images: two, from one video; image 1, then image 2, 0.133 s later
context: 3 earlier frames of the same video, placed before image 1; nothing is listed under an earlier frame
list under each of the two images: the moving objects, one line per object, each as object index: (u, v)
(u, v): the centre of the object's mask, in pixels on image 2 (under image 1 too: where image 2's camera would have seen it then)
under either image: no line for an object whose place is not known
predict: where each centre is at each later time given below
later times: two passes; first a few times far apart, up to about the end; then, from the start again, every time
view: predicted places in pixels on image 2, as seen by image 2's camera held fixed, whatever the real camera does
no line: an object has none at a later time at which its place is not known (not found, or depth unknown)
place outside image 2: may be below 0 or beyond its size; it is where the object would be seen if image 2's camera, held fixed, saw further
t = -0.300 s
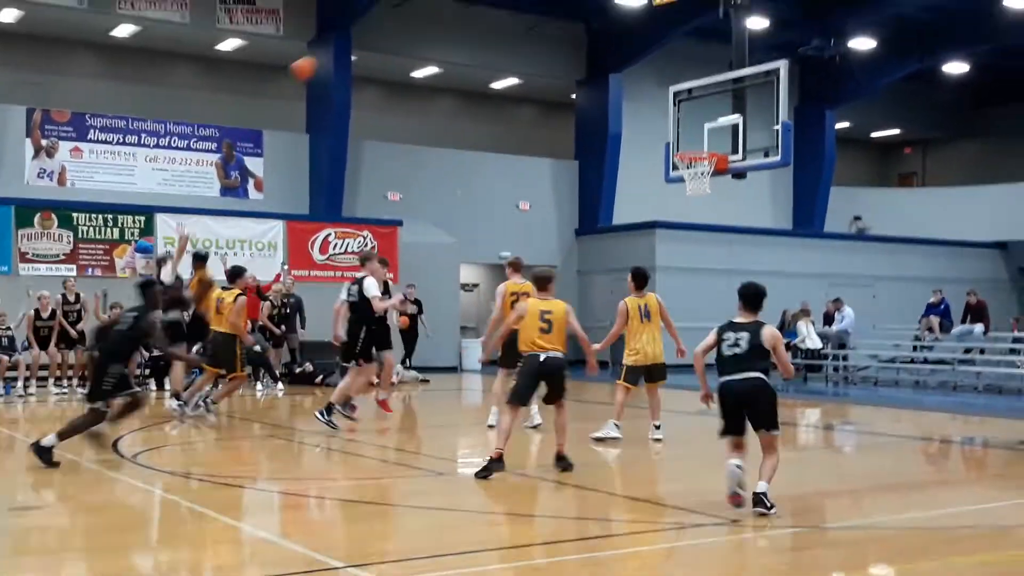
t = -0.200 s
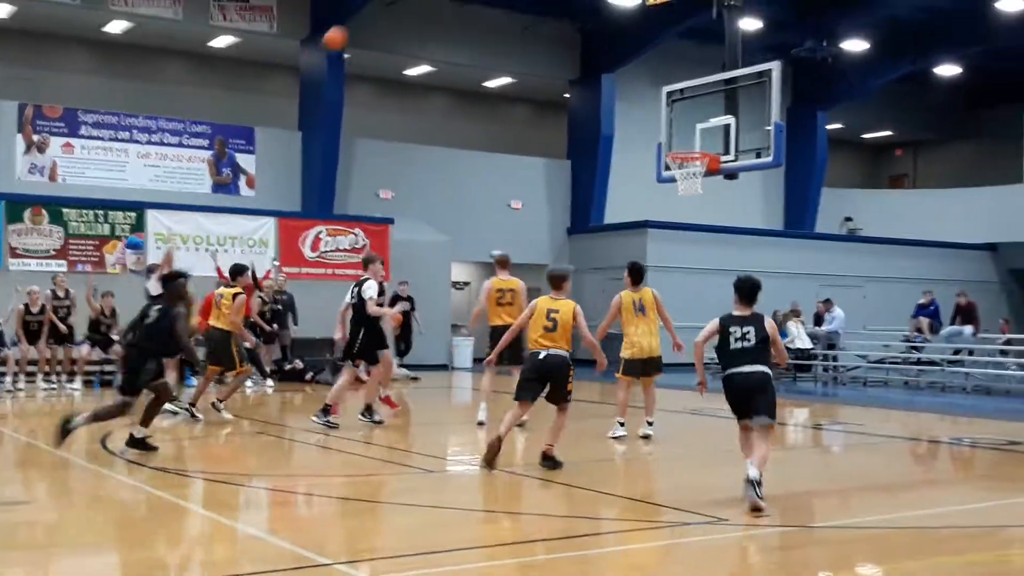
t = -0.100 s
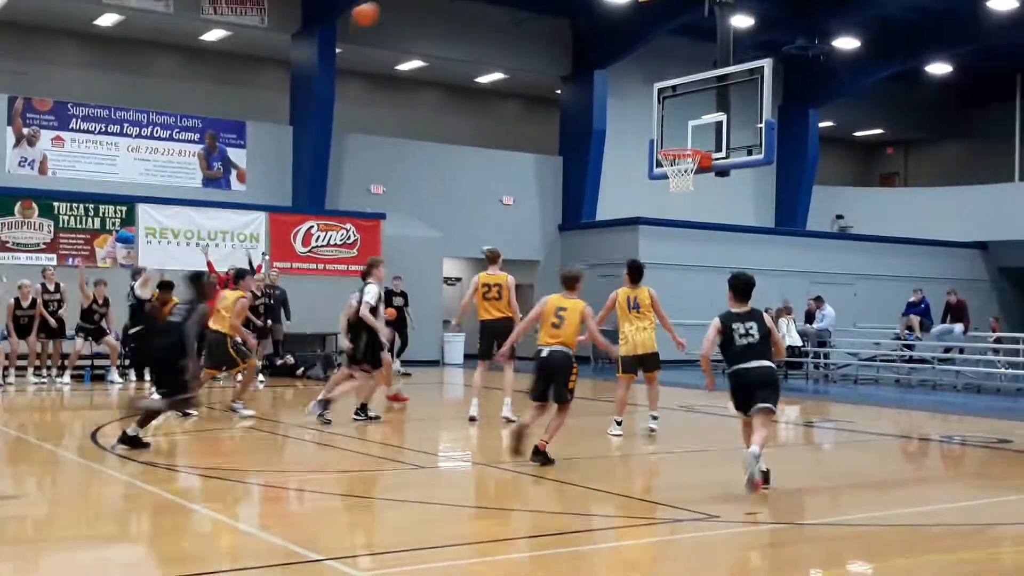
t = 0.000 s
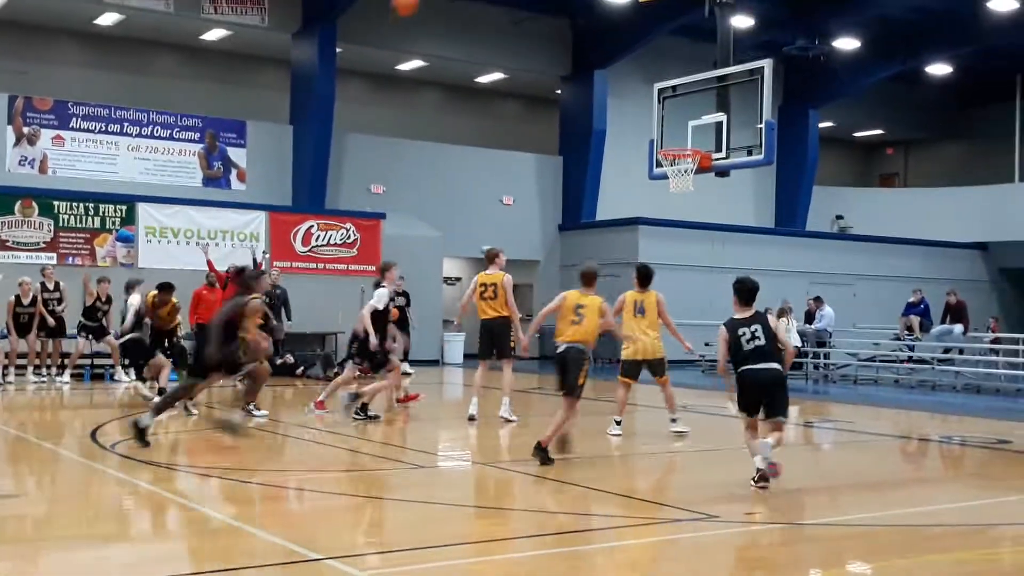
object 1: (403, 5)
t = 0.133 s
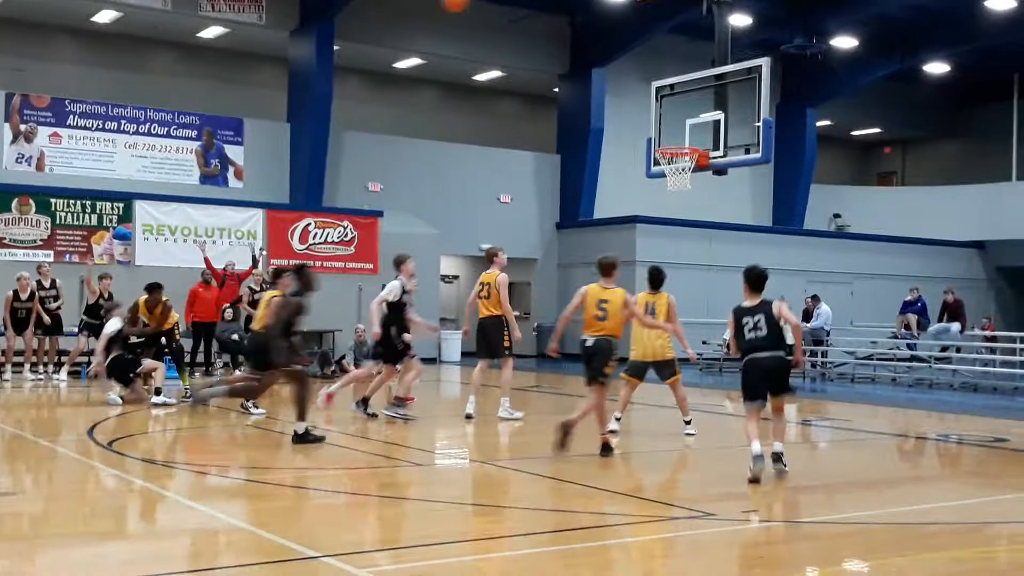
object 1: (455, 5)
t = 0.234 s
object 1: (494, 11)
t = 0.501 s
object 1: (595, 78)
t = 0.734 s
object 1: (632, 125)
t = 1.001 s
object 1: (571, 109)
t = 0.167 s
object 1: (468, 7)
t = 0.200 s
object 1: (481, 9)
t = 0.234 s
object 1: (494, 11)
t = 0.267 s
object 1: (506, 14)
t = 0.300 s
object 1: (520, 21)
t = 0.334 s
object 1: (533, 28)
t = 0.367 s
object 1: (545, 36)
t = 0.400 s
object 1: (557, 45)
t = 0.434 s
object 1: (570, 56)
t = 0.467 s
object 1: (582, 67)
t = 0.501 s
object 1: (595, 78)
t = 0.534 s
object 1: (609, 91)
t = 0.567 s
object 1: (621, 106)
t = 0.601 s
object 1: (634, 121)
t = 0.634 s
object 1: (647, 138)
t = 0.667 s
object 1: (647, 139)
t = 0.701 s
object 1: (639, 132)
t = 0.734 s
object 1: (632, 125)
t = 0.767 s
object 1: (625, 120)
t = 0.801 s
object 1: (617, 115)
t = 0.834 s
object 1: (609, 112)
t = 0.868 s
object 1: (601, 109)
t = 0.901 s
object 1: (593, 108)
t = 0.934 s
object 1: (586, 107)
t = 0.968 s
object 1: (578, 108)
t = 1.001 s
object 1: (571, 109)
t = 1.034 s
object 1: (563, 112)
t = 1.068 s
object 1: (555, 115)
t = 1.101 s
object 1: (548, 119)
